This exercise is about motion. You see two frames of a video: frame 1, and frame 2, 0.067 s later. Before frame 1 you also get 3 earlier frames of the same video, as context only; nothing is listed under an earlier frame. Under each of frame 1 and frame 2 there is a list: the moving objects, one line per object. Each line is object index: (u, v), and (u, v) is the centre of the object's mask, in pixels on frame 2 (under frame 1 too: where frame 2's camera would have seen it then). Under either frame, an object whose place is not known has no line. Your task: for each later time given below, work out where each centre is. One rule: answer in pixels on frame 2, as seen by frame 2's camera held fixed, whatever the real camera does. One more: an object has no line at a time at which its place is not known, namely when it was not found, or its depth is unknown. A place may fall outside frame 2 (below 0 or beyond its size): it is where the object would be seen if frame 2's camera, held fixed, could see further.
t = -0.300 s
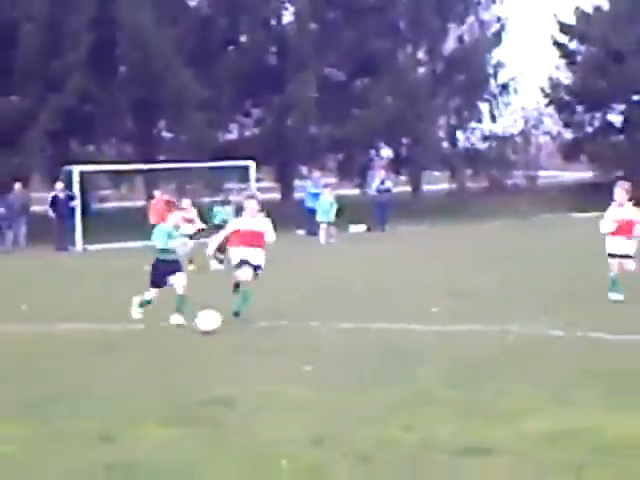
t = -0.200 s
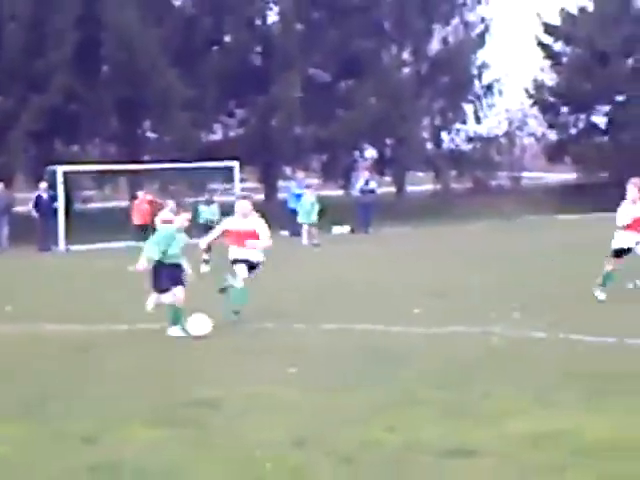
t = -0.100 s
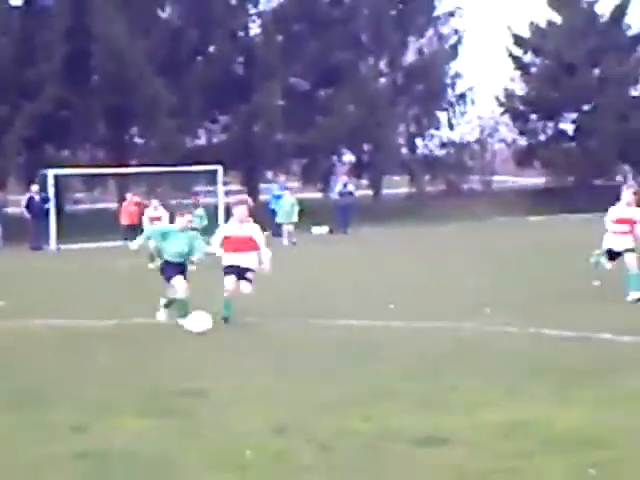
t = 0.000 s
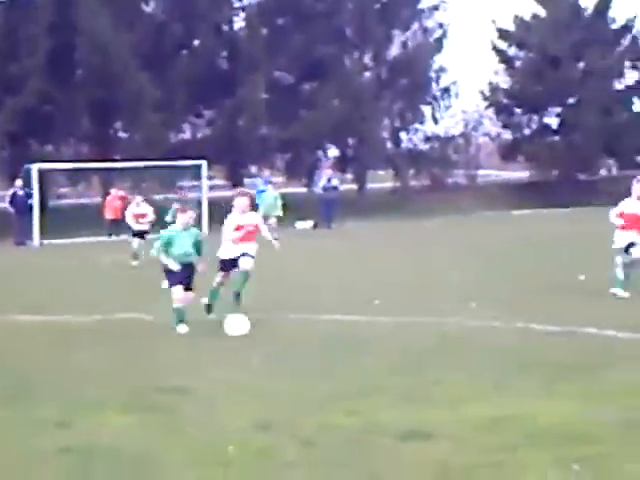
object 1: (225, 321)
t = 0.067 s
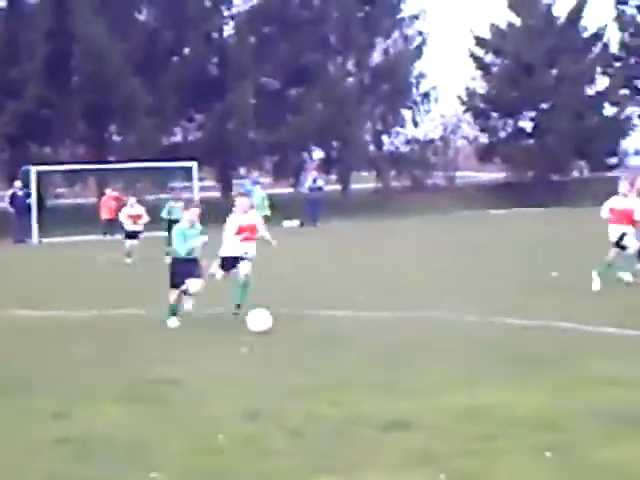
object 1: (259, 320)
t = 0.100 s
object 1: (276, 321)
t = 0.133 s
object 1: (292, 322)
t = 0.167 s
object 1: (309, 323)
